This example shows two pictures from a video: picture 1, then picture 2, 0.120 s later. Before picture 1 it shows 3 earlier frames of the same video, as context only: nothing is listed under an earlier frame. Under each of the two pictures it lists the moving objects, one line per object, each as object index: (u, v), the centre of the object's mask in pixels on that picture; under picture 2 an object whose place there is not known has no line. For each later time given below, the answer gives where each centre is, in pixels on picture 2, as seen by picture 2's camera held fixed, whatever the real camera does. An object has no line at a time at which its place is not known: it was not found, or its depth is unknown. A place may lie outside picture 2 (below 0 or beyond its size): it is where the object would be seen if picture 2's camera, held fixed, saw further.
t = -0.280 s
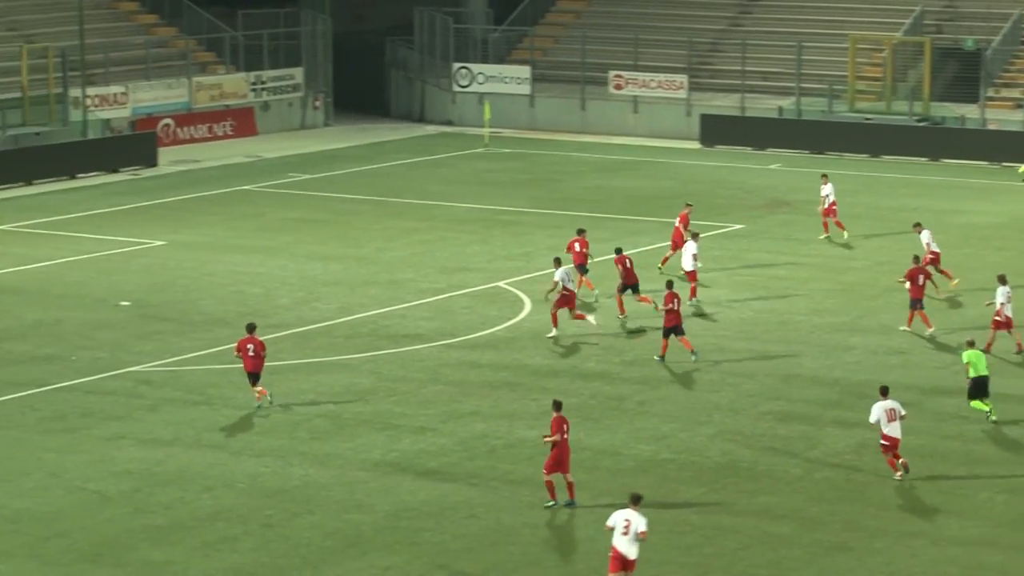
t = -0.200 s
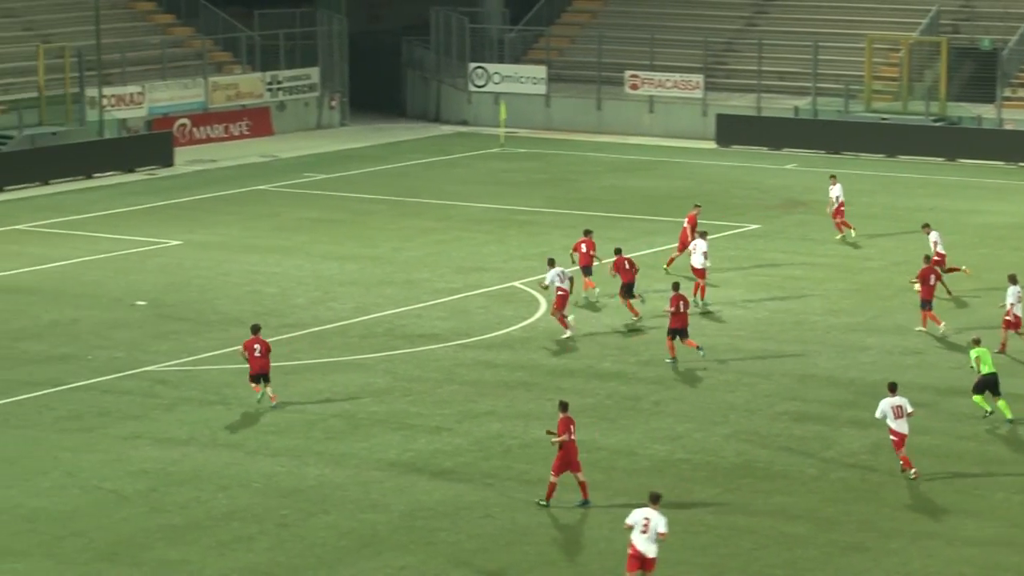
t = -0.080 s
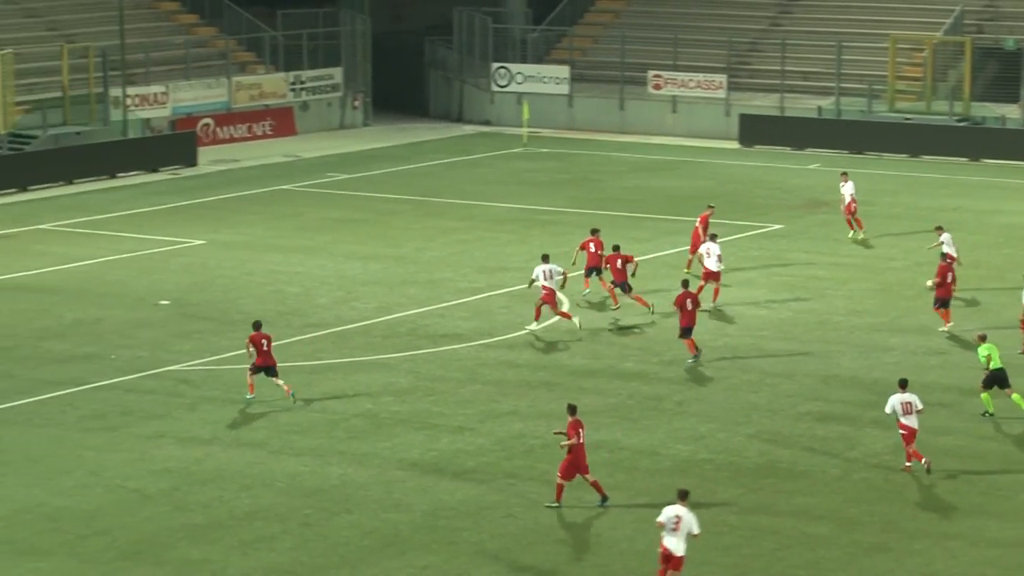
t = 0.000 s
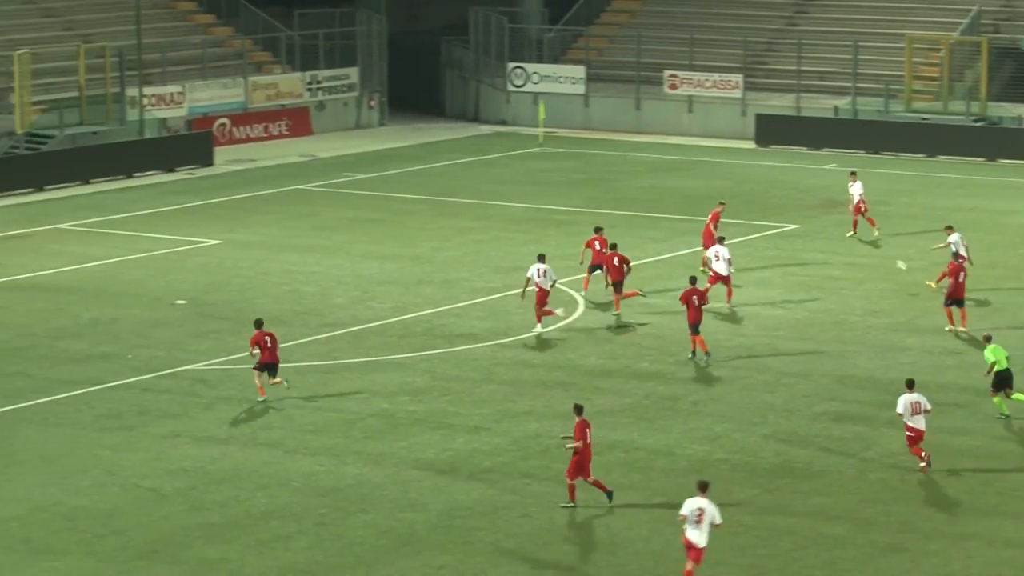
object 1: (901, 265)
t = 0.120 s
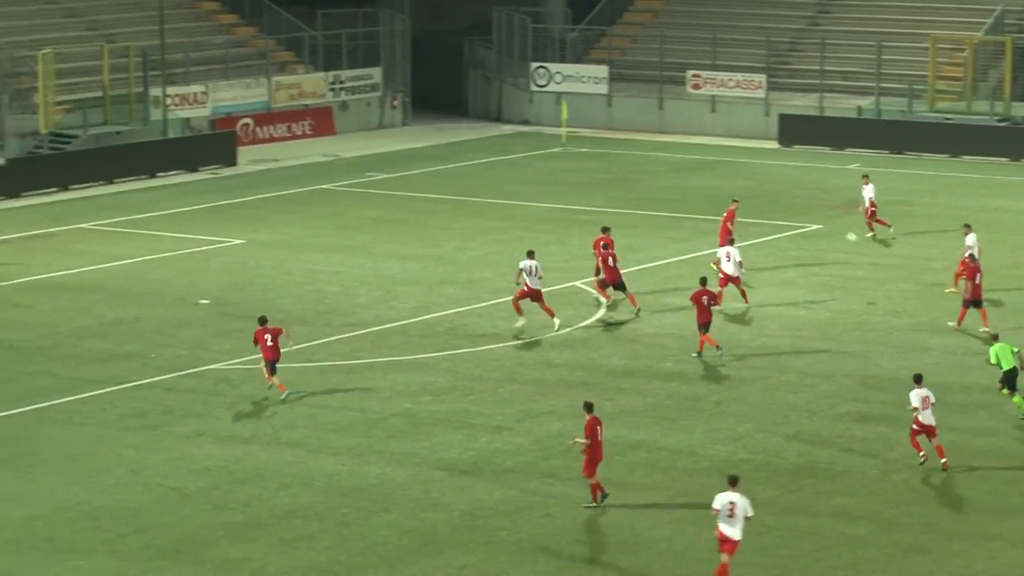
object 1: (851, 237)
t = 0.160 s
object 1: (829, 227)
